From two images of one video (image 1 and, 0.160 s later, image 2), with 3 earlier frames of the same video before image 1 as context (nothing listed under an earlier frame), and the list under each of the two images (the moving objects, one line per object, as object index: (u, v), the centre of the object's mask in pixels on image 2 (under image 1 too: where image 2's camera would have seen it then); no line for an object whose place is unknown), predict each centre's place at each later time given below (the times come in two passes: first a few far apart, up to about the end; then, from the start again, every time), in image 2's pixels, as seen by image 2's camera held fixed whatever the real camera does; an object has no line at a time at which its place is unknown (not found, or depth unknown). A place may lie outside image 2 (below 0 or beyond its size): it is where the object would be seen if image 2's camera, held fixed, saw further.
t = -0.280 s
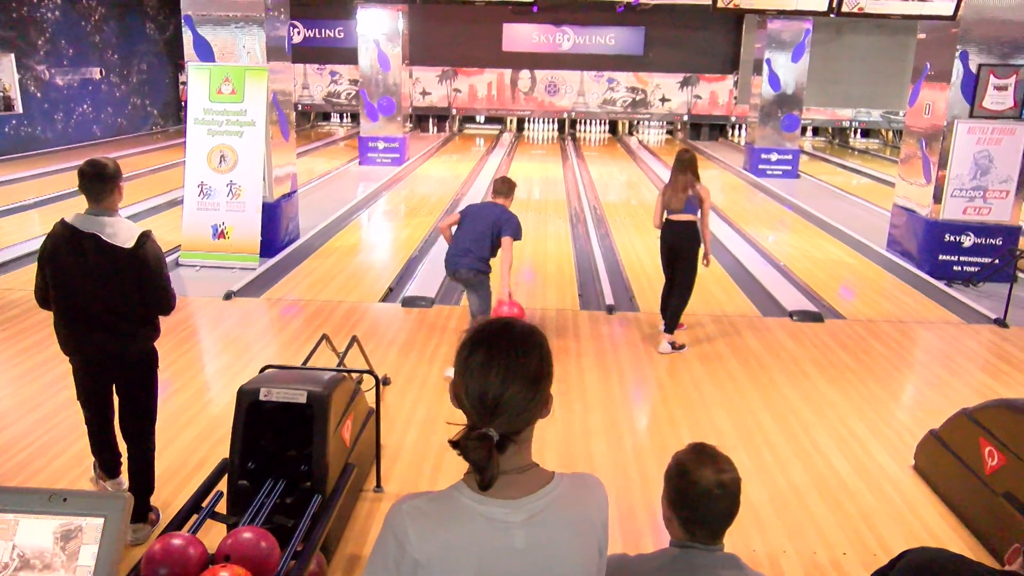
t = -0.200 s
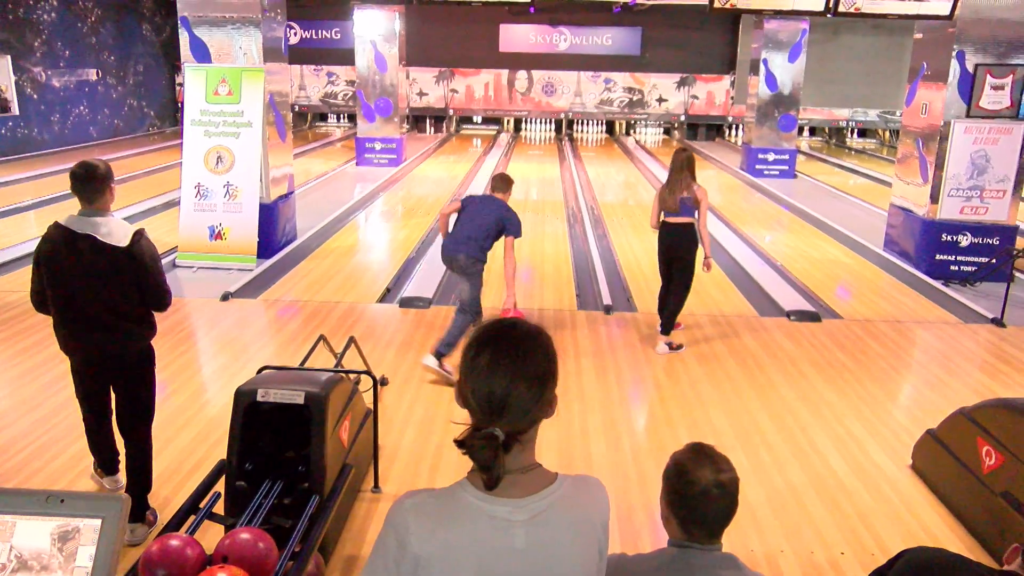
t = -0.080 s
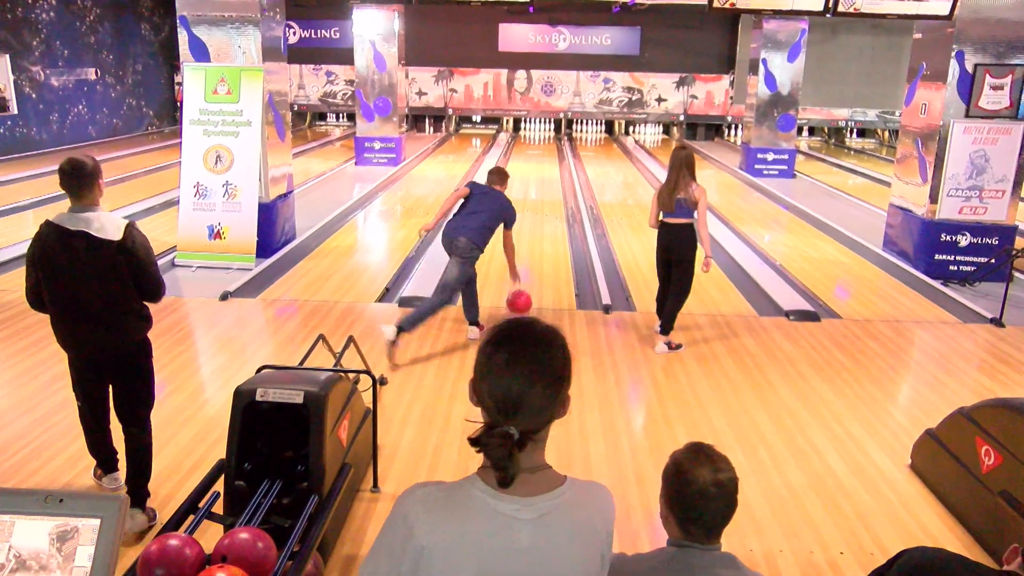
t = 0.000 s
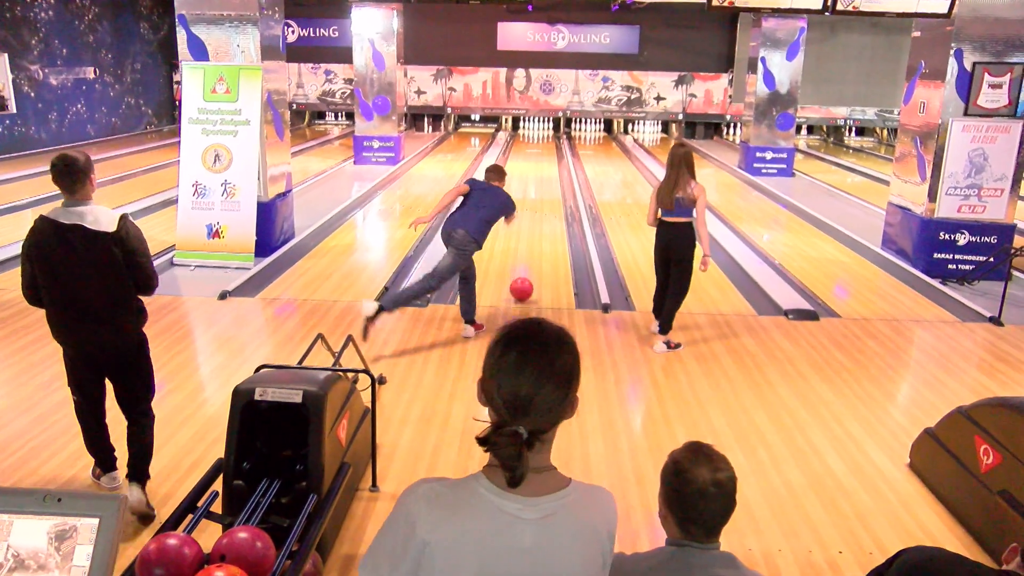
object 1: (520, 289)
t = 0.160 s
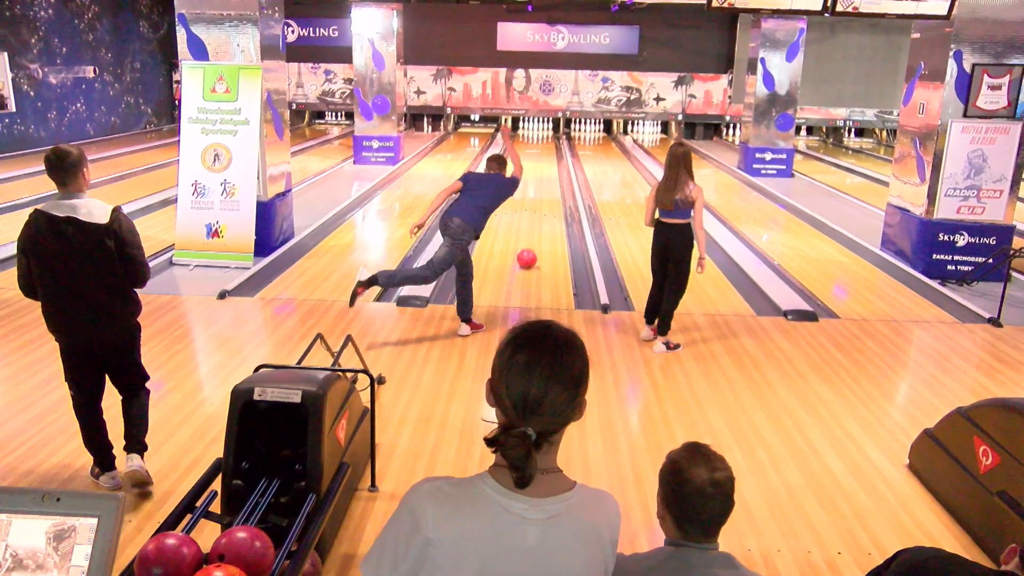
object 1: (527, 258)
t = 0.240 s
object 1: (529, 246)
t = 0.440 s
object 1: (534, 220)
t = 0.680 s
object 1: (538, 198)
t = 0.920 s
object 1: (542, 182)
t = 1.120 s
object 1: (544, 171)
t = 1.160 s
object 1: (544, 169)
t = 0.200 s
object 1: (528, 252)
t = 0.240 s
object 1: (529, 246)
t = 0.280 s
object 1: (530, 240)
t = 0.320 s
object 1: (531, 235)
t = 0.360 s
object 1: (533, 229)
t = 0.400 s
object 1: (533, 225)
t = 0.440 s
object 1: (534, 220)
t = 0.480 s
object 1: (535, 216)
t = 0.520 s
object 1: (536, 212)
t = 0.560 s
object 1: (537, 208)
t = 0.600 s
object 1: (537, 205)
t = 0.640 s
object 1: (538, 201)
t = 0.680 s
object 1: (538, 198)
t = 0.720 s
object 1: (539, 195)
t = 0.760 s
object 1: (540, 192)
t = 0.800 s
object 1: (540, 189)
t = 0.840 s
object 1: (541, 187)
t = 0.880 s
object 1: (541, 184)
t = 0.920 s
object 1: (542, 182)
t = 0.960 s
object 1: (542, 179)
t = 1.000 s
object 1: (543, 177)
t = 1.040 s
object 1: (543, 175)
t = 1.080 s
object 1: (544, 173)
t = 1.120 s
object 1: (544, 171)
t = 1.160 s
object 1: (544, 169)
